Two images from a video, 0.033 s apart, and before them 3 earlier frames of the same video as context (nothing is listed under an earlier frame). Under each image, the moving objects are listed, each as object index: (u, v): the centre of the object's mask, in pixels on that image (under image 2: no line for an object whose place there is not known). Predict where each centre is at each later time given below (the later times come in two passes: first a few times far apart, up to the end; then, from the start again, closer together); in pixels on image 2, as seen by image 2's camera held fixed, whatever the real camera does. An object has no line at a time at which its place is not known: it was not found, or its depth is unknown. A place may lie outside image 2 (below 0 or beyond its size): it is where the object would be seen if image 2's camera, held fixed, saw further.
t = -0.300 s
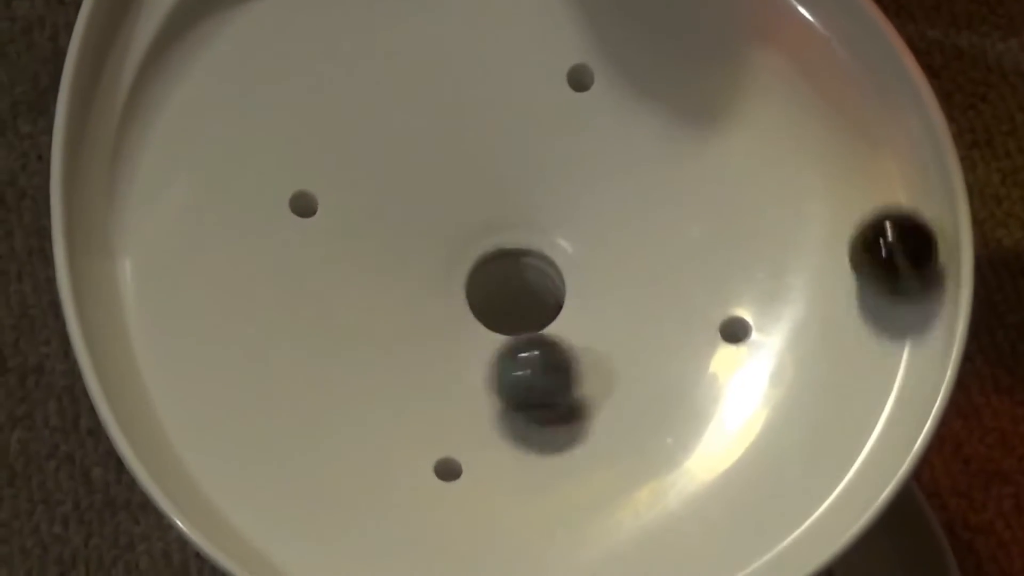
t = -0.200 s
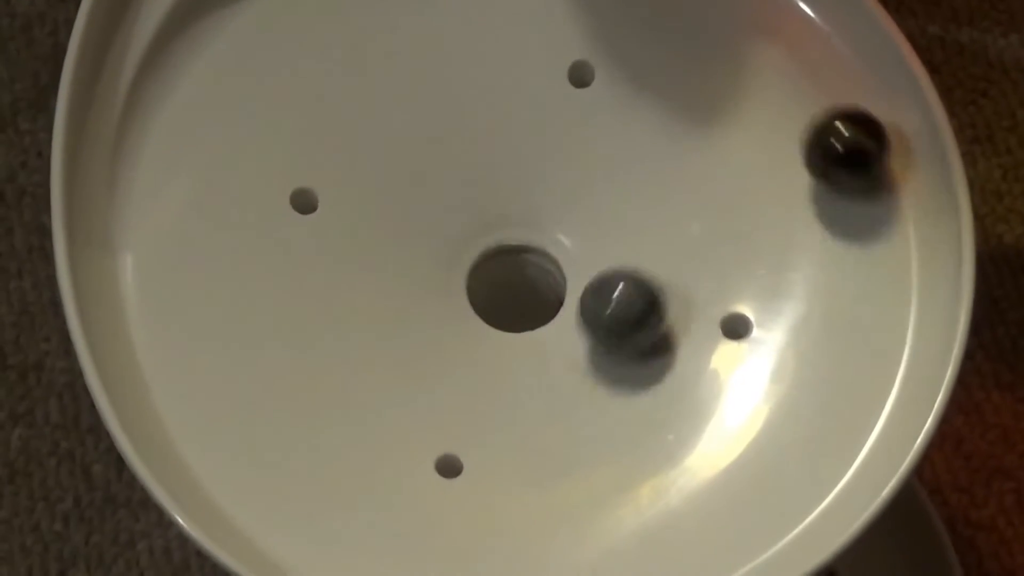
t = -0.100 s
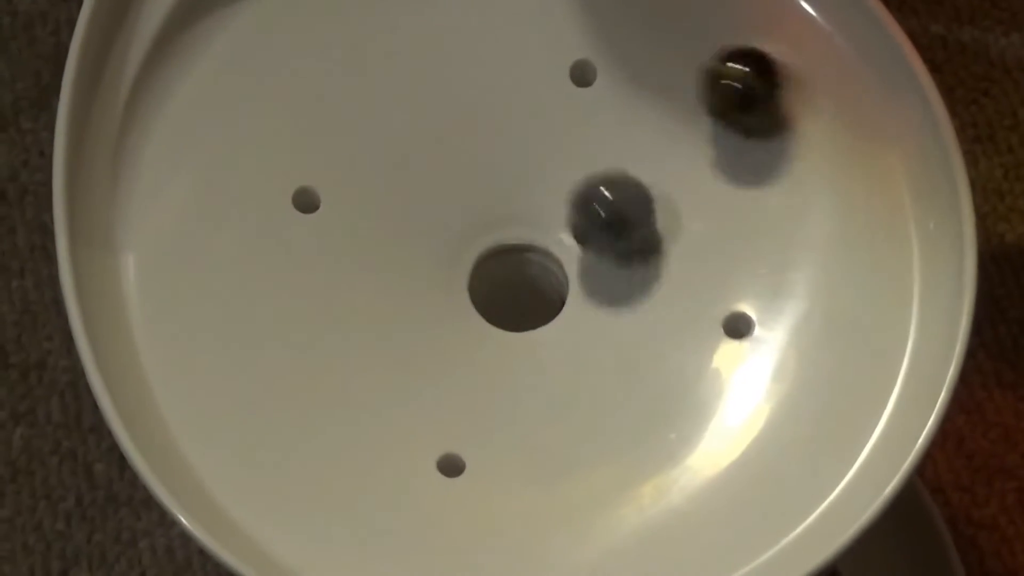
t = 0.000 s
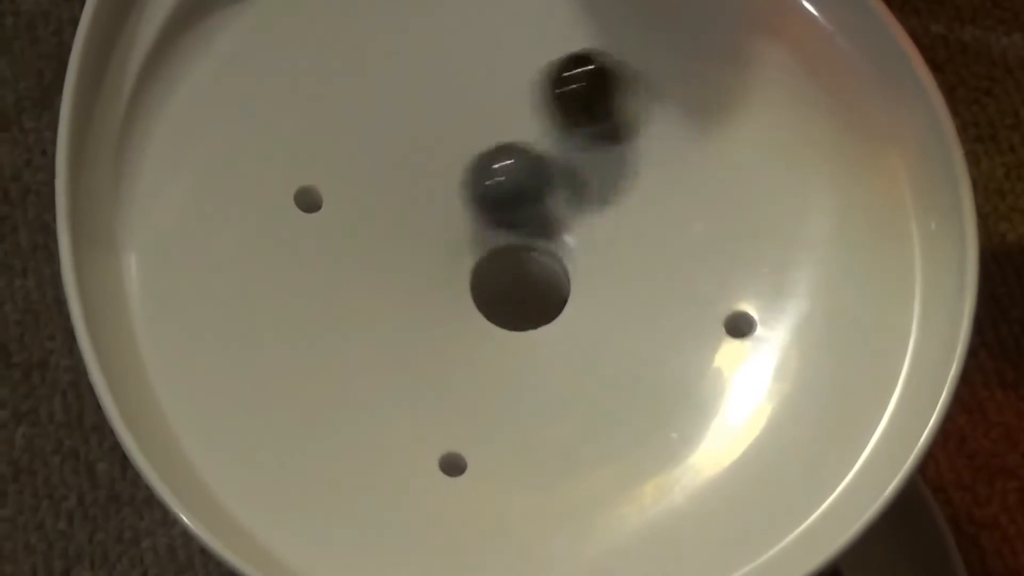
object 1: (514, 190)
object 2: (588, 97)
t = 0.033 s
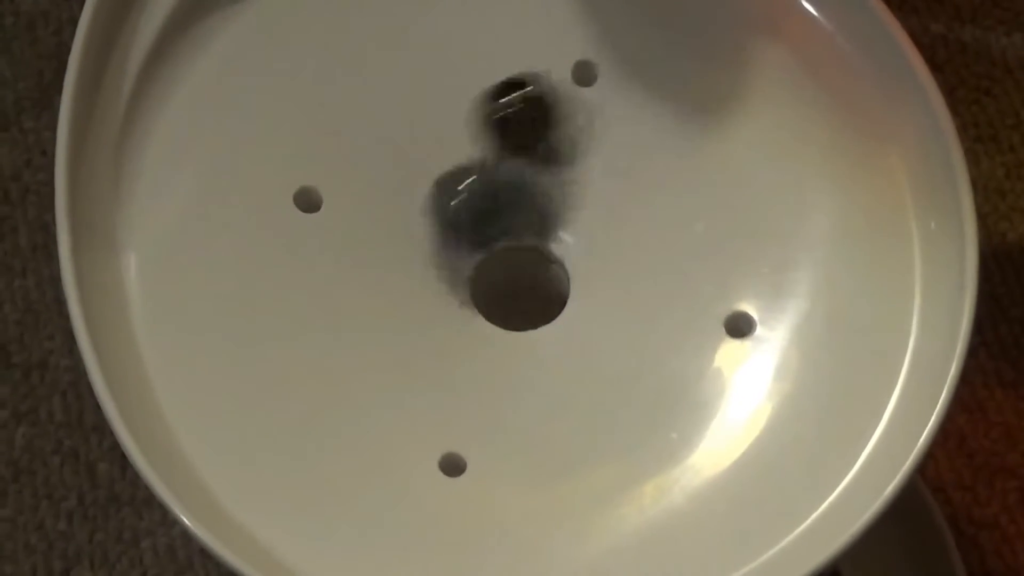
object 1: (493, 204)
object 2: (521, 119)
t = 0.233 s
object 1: (519, 401)
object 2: (350, 377)
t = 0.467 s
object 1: (628, 261)
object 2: (574, 517)
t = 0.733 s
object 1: (416, 288)
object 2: (743, 284)
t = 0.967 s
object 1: (652, 295)
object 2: (458, 132)
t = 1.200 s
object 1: (470, 223)
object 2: (395, 396)
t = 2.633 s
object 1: (578, 212)
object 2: (405, 246)
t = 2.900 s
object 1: (540, 348)
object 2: (621, 420)
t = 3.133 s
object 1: (532, 224)
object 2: (640, 210)
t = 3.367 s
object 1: (530, 334)
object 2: (383, 284)
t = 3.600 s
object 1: (526, 213)
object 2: (615, 366)
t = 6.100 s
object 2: (605, 198)
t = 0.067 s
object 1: (453, 235)
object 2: (458, 151)
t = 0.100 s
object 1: (430, 283)
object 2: (409, 188)
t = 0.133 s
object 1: (440, 328)
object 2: (373, 233)
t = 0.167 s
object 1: (461, 363)
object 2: (352, 283)
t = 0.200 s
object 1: (488, 388)
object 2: (346, 331)
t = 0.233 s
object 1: (519, 401)
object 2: (350, 377)
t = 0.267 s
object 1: (550, 405)
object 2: (366, 419)
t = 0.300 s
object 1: (580, 399)
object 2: (389, 451)
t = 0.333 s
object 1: (607, 384)
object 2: (421, 480)
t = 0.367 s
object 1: (626, 361)
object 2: (454, 501)
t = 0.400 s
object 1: (638, 332)
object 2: (496, 517)
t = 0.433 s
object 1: (639, 296)
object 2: (535, 519)
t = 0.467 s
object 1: (628, 261)
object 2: (574, 517)
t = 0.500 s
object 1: (603, 227)
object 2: (616, 508)
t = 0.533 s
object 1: (565, 201)
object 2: (650, 489)
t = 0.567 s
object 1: (524, 187)
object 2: (684, 467)
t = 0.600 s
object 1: (477, 183)
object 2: (710, 436)
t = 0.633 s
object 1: (442, 197)
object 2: (732, 405)
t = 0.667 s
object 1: (419, 221)
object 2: (744, 361)
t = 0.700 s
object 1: (410, 252)
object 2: (749, 322)
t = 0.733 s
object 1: (416, 288)
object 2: (743, 284)
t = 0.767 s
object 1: (437, 320)
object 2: (729, 240)
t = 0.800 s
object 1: (475, 347)
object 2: (704, 202)
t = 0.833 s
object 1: (519, 359)
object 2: (668, 170)
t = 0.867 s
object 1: (562, 357)
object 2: (621, 142)
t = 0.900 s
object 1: (602, 344)
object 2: (568, 128)
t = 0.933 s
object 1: (632, 322)
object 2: (511, 120)
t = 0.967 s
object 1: (652, 295)
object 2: (458, 132)
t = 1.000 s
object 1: (657, 266)
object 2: (410, 153)
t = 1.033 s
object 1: (651, 240)
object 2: (375, 186)
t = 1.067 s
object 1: (632, 218)
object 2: (352, 227)
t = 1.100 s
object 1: (603, 204)
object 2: (343, 276)
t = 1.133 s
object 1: (563, 200)
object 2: (347, 315)
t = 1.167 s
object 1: (520, 210)
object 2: (365, 360)
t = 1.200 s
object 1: (470, 223)
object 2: (395, 396)
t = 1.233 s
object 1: (443, 261)
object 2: (434, 426)
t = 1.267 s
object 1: (433, 300)
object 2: (477, 446)
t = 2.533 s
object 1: (601, 301)
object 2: (502, 140)
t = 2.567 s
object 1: (605, 266)
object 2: (460, 164)
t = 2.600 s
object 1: (598, 236)
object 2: (426, 198)
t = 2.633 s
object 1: (578, 212)
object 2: (405, 246)
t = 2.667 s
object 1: (548, 199)
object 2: (401, 294)
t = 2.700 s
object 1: (517, 203)
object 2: (412, 336)
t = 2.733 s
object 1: (482, 212)
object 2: (438, 378)
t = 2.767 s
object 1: (459, 240)
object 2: (471, 408)
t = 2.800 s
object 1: (461, 283)
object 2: (508, 426)
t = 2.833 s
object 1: (480, 317)
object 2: (549, 434)
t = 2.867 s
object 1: (510, 340)
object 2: (587, 431)
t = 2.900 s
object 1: (540, 348)
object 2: (621, 420)
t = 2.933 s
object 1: (569, 347)
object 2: (651, 400)
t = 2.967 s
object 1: (591, 335)
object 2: (673, 375)
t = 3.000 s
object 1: (605, 315)
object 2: (687, 343)
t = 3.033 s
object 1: (609, 291)
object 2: (694, 308)
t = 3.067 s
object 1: (596, 263)
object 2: (687, 275)
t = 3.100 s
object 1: (572, 238)
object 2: (669, 242)
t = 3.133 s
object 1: (532, 224)
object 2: (640, 210)
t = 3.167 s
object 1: (486, 224)
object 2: (600, 188)
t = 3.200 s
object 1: (457, 244)
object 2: (550, 174)
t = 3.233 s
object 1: (444, 274)
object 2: (495, 172)
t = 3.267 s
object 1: (449, 302)
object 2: (447, 185)
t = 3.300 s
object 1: (474, 321)
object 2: (411, 211)
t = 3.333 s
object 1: (499, 334)
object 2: (390, 244)
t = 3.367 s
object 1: (530, 334)
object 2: (383, 284)
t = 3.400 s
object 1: (563, 323)
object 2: (392, 323)
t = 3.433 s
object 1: (590, 300)
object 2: (415, 354)
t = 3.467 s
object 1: (600, 271)
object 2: (447, 378)
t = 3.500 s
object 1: (597, 242)
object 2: (487, 393)
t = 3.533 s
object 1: (583, 221)
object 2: (531, 395)
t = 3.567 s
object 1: (557, 211)
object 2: (576, 386)
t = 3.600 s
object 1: (526, 213)
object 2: (615, 366)
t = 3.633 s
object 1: (490, 228)
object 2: (645, 335)
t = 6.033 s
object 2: (632, 254)
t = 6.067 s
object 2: (624, 223)
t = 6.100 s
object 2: (605, 198)
